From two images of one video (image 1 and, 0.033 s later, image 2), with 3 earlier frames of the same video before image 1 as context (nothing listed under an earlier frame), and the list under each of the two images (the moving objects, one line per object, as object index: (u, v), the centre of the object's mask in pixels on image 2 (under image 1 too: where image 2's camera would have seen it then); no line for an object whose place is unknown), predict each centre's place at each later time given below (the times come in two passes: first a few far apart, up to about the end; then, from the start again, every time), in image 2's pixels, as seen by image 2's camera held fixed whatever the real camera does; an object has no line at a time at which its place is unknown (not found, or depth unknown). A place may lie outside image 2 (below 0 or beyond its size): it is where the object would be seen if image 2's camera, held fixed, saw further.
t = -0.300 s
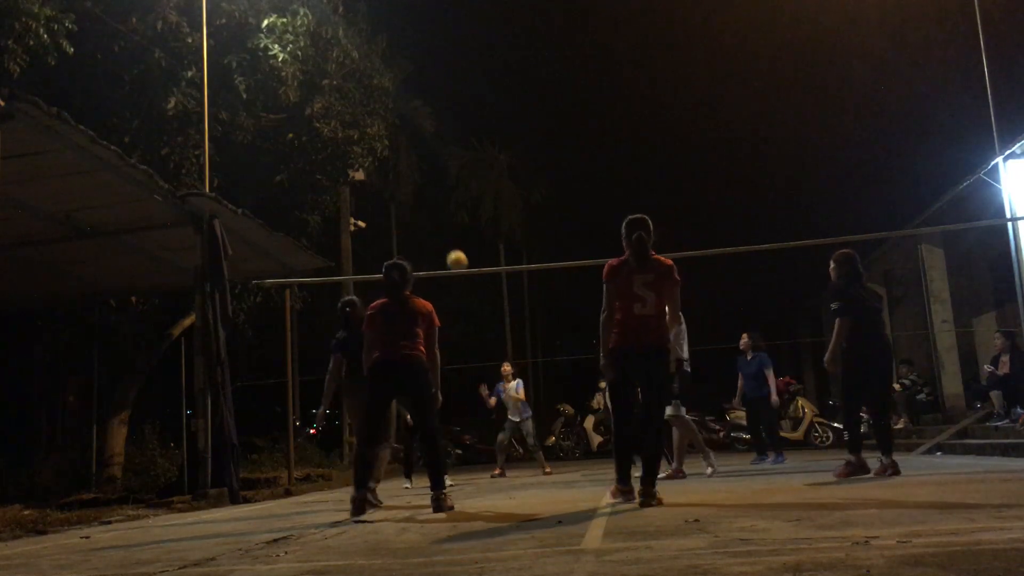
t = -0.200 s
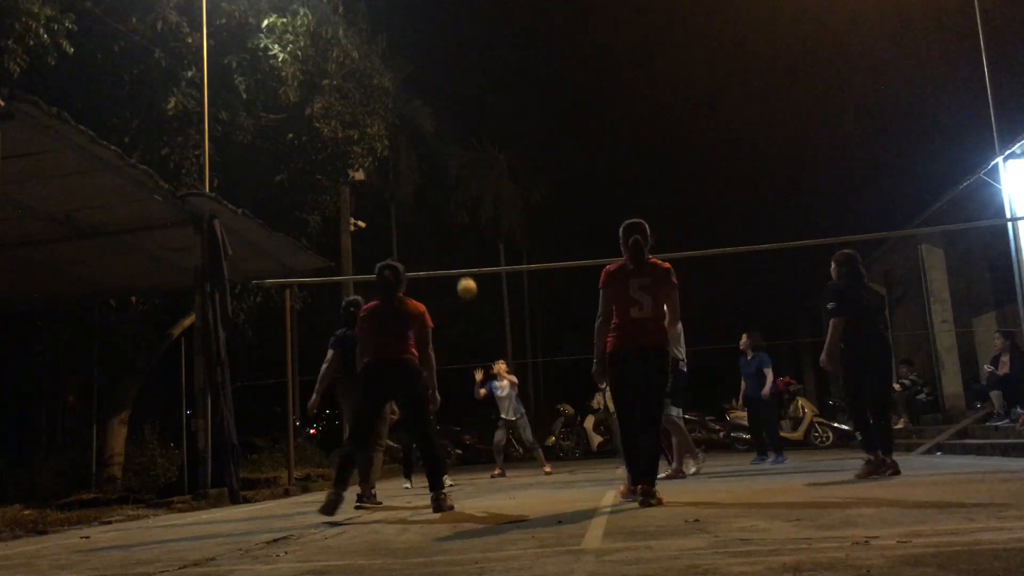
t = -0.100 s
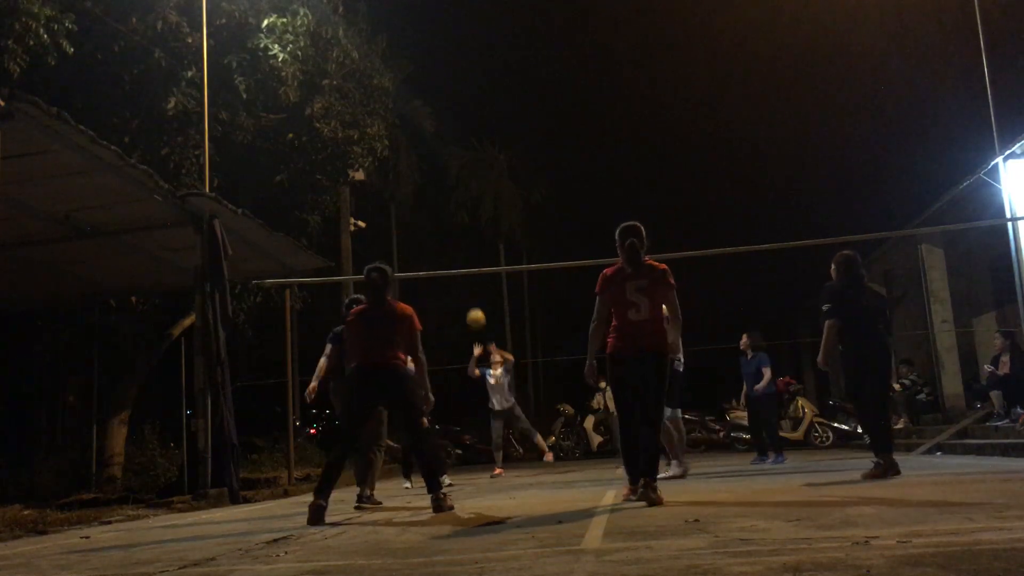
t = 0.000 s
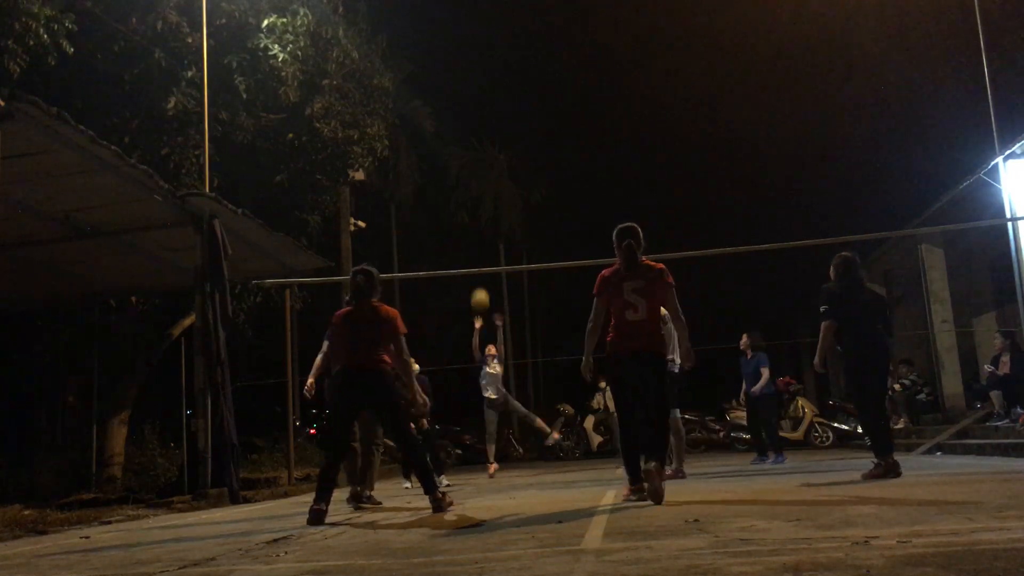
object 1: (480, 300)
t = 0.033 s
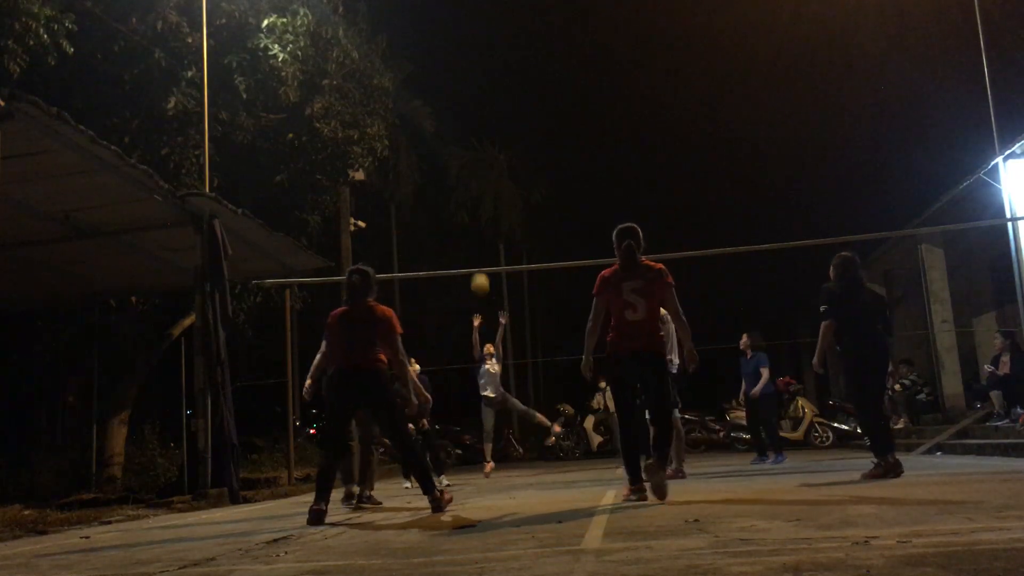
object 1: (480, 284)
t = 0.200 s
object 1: (481, 216)
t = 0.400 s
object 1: (484, 166)
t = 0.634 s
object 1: (490, 145)
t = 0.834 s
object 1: (498, 160)
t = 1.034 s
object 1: (507, 207)
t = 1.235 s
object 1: (519, 287)
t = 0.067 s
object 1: (480, 267)
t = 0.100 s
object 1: (480, 253)
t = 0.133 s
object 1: (480, 241)
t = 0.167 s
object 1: (481, 228)
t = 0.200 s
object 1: (481, 216)
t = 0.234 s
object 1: (481, 207)
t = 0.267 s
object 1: (482, 196)
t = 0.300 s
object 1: (483, 187)
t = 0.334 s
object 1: (483, 180)
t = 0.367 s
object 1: (484, 173)
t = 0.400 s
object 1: (484, 166)
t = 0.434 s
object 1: (485, 161)
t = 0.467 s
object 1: (486, 156)
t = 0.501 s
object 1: (487, 152)
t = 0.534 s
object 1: (487, 149)
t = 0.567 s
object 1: (488, 147)
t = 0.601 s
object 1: (489, 146)
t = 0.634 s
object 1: (490, 145)
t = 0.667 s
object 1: (492, 146)
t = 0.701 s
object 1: (493, 147)
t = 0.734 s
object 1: (494, 149)
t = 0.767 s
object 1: (495, 152)
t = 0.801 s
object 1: (497, 156)
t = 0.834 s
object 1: (498, 160)
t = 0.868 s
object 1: (499, 166)
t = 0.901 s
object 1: (501, 172)
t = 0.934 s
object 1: (502, 179)
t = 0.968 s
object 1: (504, 188)
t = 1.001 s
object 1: (505, 196)
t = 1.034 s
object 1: (507, 207)
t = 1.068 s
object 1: (509, 218)
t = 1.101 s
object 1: (511, 230)
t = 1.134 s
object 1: (513, 243)
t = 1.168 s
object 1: (515, 256)
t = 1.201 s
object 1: (517, 272)
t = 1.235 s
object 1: (519, 287)
